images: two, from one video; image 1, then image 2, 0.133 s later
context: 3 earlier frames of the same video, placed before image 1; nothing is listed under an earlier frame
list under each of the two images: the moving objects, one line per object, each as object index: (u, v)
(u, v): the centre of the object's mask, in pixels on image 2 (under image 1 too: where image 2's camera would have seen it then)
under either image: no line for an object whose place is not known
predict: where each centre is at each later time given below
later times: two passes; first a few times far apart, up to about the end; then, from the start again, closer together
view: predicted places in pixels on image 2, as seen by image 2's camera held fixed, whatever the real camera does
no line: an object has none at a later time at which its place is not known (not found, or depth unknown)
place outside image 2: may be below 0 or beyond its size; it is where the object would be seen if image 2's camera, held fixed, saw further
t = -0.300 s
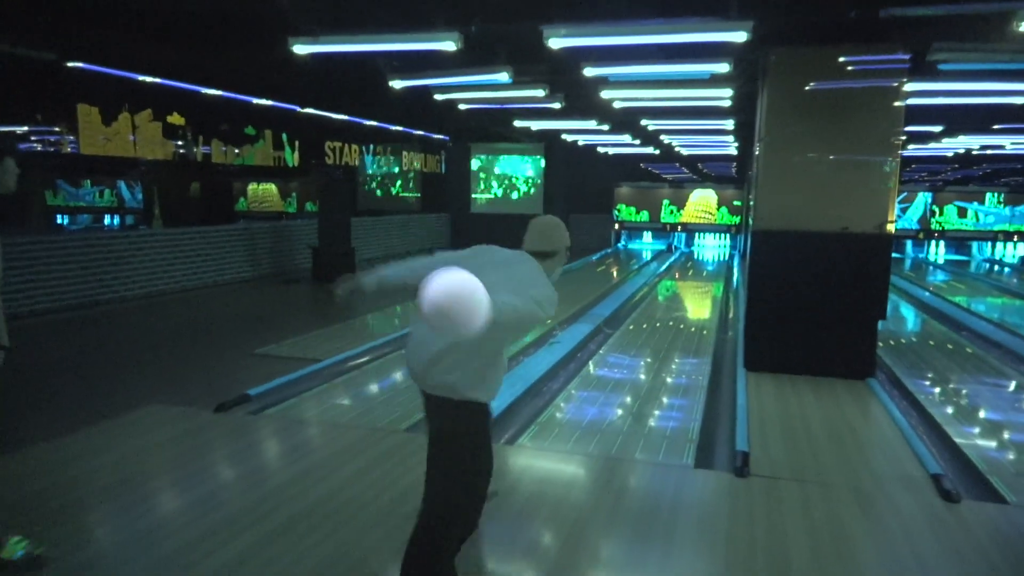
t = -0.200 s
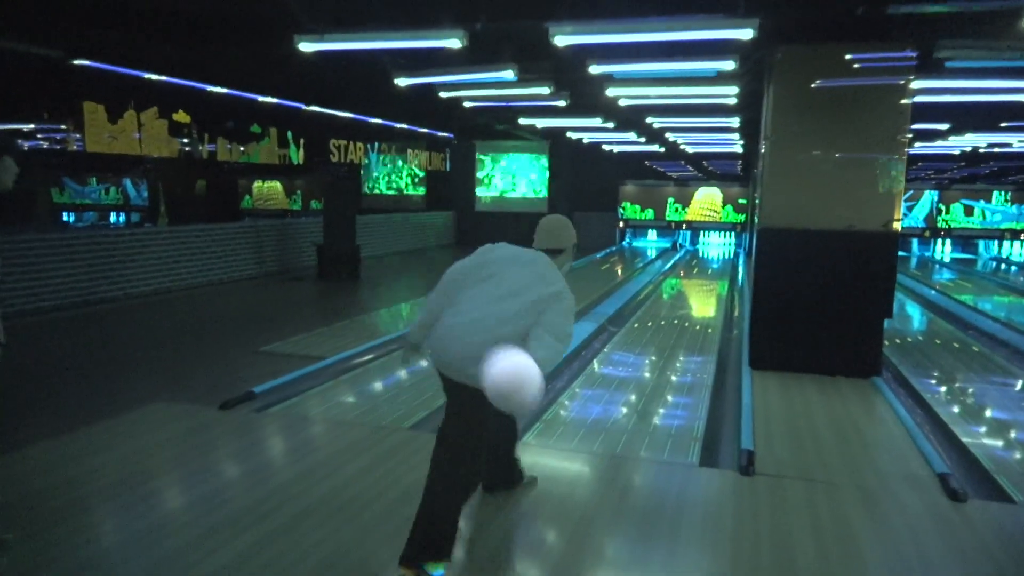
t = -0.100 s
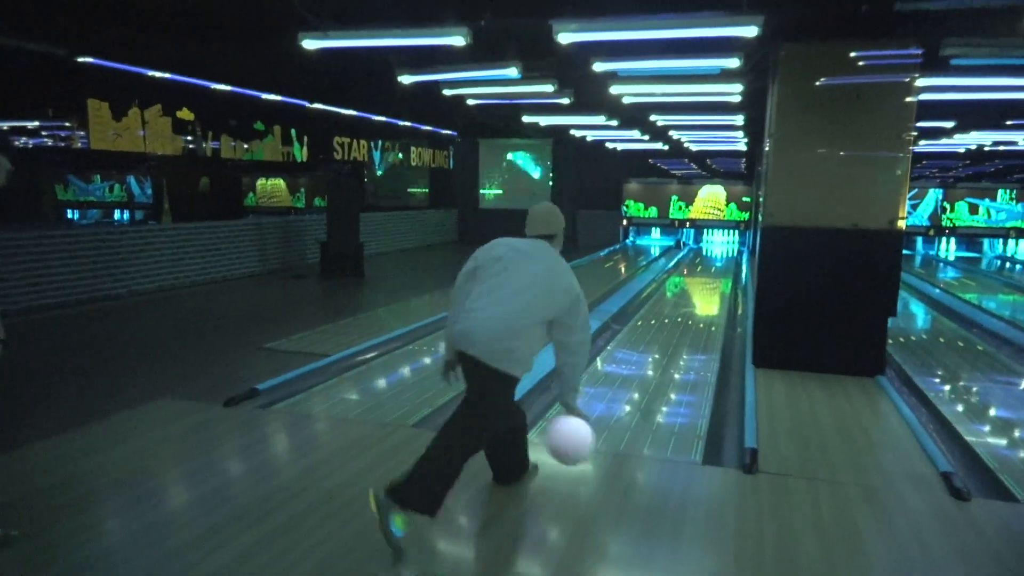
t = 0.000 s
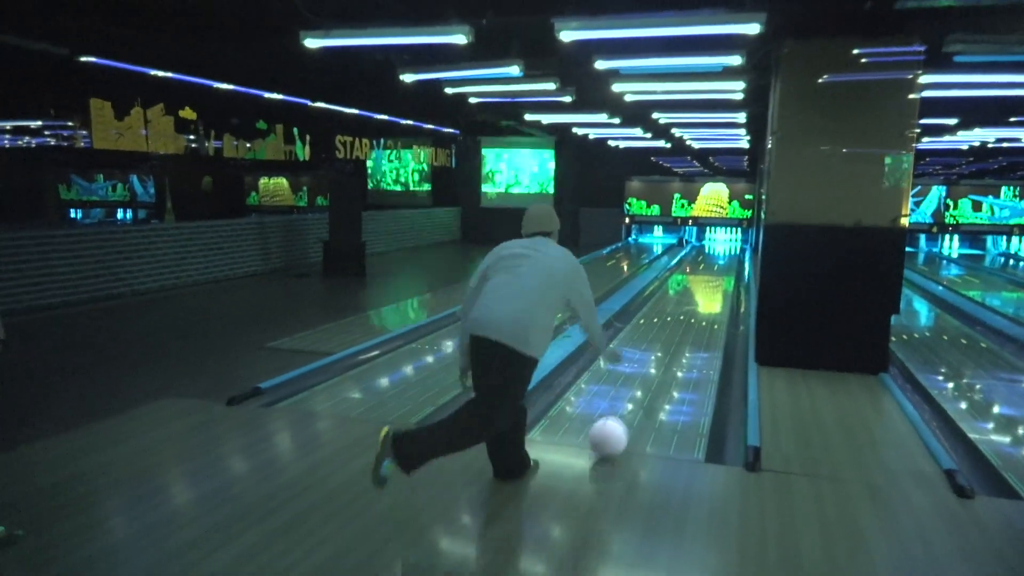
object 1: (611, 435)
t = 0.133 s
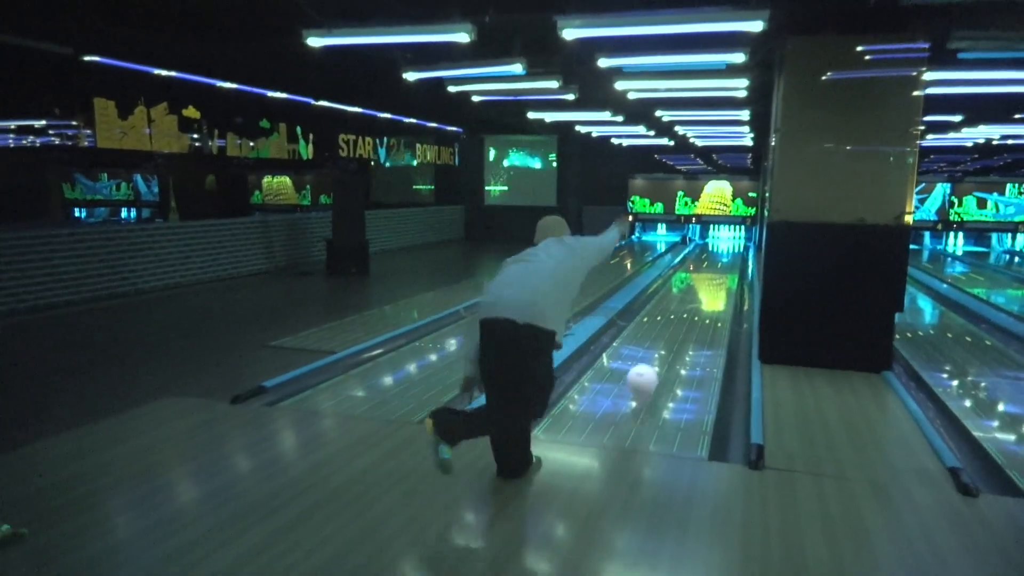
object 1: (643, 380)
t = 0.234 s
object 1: (658, 359)
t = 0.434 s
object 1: (678, 324)
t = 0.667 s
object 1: (694, 299)
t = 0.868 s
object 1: (703, 284)
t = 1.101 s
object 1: (719, 270)
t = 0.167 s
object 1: (648, 373)
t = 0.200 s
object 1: (653, 367)
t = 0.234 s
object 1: (658, 359)
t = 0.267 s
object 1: (662, 351)
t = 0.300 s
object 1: (666, 345)
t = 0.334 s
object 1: (669, 339)
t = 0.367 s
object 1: (673, 333)
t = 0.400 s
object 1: (676, 328)
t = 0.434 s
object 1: (678, 324)
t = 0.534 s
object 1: (686, 311)
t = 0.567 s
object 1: (688, 308)
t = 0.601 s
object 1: (690, 304)
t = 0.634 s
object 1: (692, 302)
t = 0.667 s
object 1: (694, 299)
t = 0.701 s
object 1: (695, 295)
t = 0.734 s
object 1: (696, 292)
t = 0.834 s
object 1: (701, 286)
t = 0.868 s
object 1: (703, 284)
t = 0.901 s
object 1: (705, 282)
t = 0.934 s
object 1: (707, 279)
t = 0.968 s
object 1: (710, 278)
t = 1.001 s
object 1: (712, 275)
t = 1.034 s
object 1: (714, 273)
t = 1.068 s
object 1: (717, 272)
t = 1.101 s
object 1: (719, 270)
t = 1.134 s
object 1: (721, 268)
